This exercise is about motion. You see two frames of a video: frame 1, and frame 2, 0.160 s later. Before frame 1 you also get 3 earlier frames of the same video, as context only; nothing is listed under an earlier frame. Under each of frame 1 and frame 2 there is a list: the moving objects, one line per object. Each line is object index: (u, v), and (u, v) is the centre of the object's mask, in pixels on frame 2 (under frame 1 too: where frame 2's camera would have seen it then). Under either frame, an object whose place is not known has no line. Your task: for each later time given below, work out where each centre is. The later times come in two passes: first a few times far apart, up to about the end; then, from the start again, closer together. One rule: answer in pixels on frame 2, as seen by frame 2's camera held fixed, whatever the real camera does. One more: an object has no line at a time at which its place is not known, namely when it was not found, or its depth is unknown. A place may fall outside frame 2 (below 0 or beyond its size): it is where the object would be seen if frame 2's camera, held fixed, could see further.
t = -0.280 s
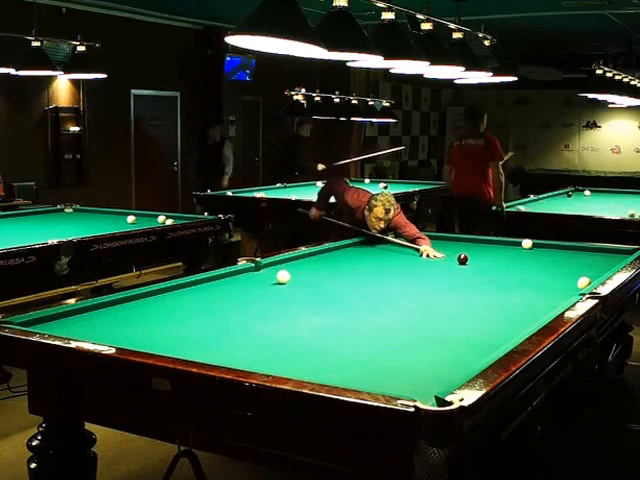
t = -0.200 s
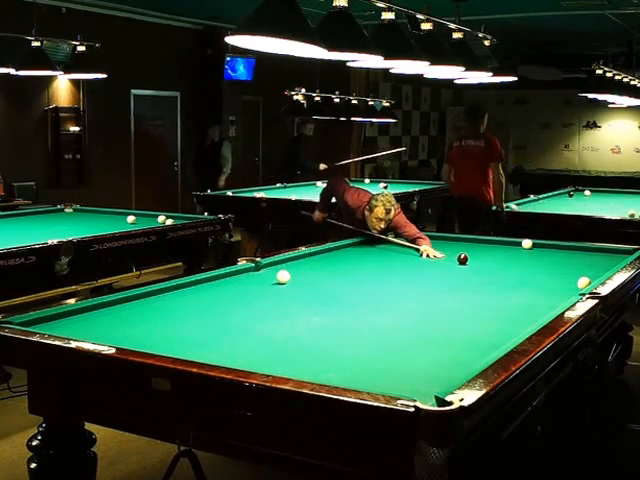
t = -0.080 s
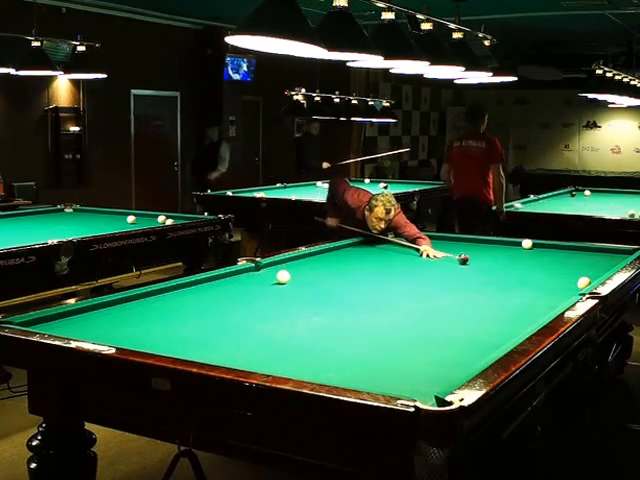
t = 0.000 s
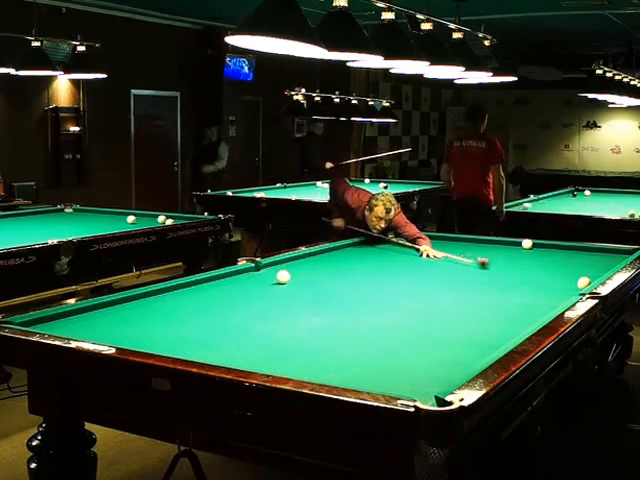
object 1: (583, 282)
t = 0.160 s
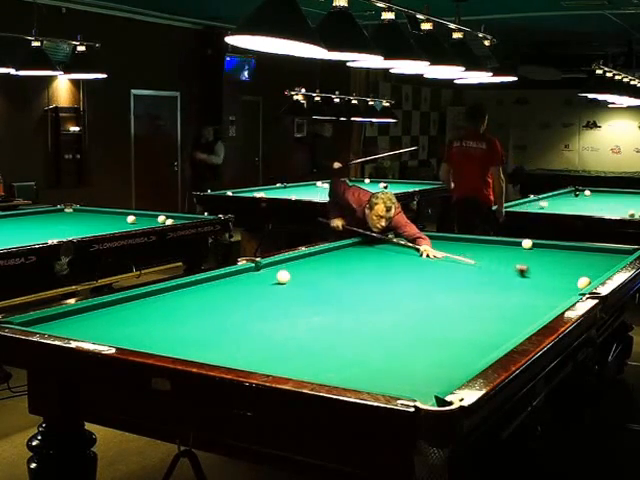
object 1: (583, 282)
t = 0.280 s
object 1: (583, 282)
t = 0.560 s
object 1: (570, 284)
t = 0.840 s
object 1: (544, 287)
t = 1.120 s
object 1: (518, 289)
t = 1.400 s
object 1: (491, 291)
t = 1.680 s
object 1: (465, 293)
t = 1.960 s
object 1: (440, 295)
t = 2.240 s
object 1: (414, 297)
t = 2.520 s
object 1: (389, 299)
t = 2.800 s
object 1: (364, 301)
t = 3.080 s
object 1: (340, 303)
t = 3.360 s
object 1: (317, 304)
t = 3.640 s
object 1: (294, 306)
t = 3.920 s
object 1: (273, 308)
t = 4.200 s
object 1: (252, 309)
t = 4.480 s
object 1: (232, 310)
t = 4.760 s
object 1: (213, 311)
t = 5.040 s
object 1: (196, 313)
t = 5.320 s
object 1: (179, 314)
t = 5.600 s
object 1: (164, 315)
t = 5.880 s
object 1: (150, 316)
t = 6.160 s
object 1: (138, 317)
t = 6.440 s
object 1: (126, 318)
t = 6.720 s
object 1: (116, 319)
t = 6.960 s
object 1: (109, 319)
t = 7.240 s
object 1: (101, 320)
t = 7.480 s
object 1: (95, 320)
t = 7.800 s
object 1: (91, 319)
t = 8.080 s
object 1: (88, 321)
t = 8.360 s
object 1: (87, 321)
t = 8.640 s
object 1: (87, 321)
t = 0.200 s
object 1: (583, 282)
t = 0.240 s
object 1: (583, 282)
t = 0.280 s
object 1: (583, 282)
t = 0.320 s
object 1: (583, 282)
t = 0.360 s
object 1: (583, 282)
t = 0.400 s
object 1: (583, 282)
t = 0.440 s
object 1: (583, 282)
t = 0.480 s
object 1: (578, 283)
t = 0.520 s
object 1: (574, 284)
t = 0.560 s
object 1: (570, 284)
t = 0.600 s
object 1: (567, 285)
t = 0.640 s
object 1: (563, 285)
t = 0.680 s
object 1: (560, 286)
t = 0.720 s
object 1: (556, 286)
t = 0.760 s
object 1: (551, 287)
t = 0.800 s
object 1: (548, 287)
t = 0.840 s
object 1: (544, 287)
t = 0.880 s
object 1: (540, 288)
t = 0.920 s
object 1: (536, 288)
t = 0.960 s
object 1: (532, 288)
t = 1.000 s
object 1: (529, 288)
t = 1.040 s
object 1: (525, 289)
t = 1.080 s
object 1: (522, 289)
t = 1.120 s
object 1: (518, 289)
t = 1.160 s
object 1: (514, 290)
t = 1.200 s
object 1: (510, 290)
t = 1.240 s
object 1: (506, 290)
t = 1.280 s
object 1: (503, 291)
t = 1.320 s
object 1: (499, 291)
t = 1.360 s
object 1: (495, 291)
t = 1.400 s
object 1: (491, 291)
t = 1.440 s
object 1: (488, 292)
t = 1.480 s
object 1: (484, 292)
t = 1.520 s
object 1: (480, 292)
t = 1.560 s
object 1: (476, 292)
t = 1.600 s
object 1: (473, 293)
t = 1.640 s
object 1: (469, 293)
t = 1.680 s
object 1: (465, 293)
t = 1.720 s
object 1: (462, 294)
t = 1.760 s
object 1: (458, 294)
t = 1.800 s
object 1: (454, 294)
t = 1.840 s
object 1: (450, 295)
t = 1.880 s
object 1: (447, 295)
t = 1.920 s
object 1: (443, 295)
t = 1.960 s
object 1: (440, 295)
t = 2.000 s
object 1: (436, 295)
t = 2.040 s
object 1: (432, 296)
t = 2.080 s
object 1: (428, 296)
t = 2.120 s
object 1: (425, 297)
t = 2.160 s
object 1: (421, 297)
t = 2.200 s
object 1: (417, 297)
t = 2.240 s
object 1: (414, 297)
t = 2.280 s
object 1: (410, 297)
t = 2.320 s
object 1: (407, 298)
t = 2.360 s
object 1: (403, 298)
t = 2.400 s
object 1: (399, 298)
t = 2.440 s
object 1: (396, 299)
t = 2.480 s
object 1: (392, 299)
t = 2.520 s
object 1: (389, 299)
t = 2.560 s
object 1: (385, 299)
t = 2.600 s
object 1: (381, 300)
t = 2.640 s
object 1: (378, 300)
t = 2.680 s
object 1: (374, 300)
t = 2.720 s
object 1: (371, 300)
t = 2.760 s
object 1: (367, 301)
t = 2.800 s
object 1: (364, 301)
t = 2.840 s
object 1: (360, 301)
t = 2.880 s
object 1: (357, 301)
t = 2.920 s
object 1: (354, 301)
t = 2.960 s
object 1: (350, 302)
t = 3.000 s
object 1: (347, 302)
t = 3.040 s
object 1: (344, 302)
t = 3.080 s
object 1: (340, 303)
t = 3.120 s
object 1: (337, 303)
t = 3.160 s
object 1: (333, 303)
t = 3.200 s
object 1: (330, 303)
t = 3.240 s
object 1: (327, 304)
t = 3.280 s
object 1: (323, 304)
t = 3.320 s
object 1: (320, 304)
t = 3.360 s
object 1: (317, 304)
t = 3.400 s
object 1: (314, 305)
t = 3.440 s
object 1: (310, 305)
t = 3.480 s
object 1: (307, 305)
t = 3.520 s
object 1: (304, 305)
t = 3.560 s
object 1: (301, 306)
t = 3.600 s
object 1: (298, 306)
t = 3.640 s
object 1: (294, 306)
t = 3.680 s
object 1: (291, 306)
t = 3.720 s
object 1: (288, 307)
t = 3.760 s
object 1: (285, 307)
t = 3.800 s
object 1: (282, 307)
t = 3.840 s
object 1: (279, 307)
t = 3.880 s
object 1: (276, 307)
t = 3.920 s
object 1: (273, 308)
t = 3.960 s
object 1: (270, 308)
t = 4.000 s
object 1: (267, 308)
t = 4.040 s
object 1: (264, 308)
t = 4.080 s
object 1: (261, 308)
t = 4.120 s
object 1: (258, 309)
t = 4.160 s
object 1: (255, 309)
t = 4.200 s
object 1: (252, 309)
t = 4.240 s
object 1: (249, 309)
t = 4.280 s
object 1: (246, 310)
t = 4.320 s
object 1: (243, 310)
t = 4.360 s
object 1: (240, 310)
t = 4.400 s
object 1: (238, 310)
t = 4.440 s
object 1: (235, 310)
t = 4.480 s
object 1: (232, 310)
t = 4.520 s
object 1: (229, 311)
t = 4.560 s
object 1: (227, 311)
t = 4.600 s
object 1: (224, 311)
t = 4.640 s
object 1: (221, 311)
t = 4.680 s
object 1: (219, 311)
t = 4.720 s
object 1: (216, 311)
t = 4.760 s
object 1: (213, 311)
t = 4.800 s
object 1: (211, 312)
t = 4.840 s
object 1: (208, 312)
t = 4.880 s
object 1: (206, 312)
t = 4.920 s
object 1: (203, 312)
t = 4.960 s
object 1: (201, 312)
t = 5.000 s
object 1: (198, 313)
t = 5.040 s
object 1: (196, 313)
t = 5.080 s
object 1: (193, 313)
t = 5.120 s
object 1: (191, 313)
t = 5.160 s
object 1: (189, 314)
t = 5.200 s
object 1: (186, 314)
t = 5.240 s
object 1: (184, 314)
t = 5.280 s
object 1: (182, 314)
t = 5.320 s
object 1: (179, 314)
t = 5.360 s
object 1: (177, 314)
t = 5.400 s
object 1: (175, 314)
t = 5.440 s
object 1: (173, 314)
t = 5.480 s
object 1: (171, 315)
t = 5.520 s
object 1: (169, 315)
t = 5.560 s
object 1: (166, 315)
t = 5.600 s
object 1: (164, 315)
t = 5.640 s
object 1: (162, 315)
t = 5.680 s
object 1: (160, 315)
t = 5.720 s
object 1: (158, 316)
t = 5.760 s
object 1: (156, 316)
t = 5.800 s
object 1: (154, 316)
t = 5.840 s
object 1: (152, 316)
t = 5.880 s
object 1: (150, 316)
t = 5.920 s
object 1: (148, 316)
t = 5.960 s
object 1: (146, 316)
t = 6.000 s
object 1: (145, 317)
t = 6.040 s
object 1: (143, 317)
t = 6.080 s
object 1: (141, 317)
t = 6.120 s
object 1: (139, 317)
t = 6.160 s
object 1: (138, 317)
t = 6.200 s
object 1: (136, 317)
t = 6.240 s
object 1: (134, 317)
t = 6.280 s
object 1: (132, 318)
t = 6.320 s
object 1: (131, 318)
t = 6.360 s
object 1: (130, 318)
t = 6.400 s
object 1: (128, 318)
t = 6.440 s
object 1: (126, 318)
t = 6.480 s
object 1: (125, 318)
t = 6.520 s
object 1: (123, 318)
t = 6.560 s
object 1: (122, 318)
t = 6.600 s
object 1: (121, 319)
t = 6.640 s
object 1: (119, 319)
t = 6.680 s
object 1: (118, 319)
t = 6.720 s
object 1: (116, 319)
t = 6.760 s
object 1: (115, 319)
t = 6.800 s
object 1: (114, 319)
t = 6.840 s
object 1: (113, 319)
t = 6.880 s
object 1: (112, 319)
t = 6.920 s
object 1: (110, 319)
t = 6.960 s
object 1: (109, 319)
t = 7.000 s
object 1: (108, 319)
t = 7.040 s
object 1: (107, 319)
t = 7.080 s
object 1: (106, 320)
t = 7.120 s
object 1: (105, 320)
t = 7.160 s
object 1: (104, 320)
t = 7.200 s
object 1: (103, 320)
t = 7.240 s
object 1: (101, 320)
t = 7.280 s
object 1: (101, 320)
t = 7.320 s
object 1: (100, 320)
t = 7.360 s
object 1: (99, 320)
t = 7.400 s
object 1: (98, 320)
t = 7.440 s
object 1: (97, 320)
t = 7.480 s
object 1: (95, 320)
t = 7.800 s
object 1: (91, 319)
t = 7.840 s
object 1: (91, 320)
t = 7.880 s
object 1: (90, 320)
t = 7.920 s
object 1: (90, 320)
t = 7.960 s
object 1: (89, 320)
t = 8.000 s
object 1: (89, 320)
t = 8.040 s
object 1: (89, 320)
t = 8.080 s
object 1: (88, 321)
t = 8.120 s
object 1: (88, 321)
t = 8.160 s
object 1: (88, 321)
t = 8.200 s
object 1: (87, 321)
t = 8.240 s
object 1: (87, 321)
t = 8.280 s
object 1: (87, 321)
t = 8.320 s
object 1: (87, 321)
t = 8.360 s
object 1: (87, 321)
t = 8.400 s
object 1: (87, 321)
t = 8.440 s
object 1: (87, 321)
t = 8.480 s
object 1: (87, 321)
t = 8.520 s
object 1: (87, 321)
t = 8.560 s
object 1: (87, 321)
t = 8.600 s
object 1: (87, 321)
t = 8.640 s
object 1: (87, 321)
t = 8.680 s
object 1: (87, 321)
